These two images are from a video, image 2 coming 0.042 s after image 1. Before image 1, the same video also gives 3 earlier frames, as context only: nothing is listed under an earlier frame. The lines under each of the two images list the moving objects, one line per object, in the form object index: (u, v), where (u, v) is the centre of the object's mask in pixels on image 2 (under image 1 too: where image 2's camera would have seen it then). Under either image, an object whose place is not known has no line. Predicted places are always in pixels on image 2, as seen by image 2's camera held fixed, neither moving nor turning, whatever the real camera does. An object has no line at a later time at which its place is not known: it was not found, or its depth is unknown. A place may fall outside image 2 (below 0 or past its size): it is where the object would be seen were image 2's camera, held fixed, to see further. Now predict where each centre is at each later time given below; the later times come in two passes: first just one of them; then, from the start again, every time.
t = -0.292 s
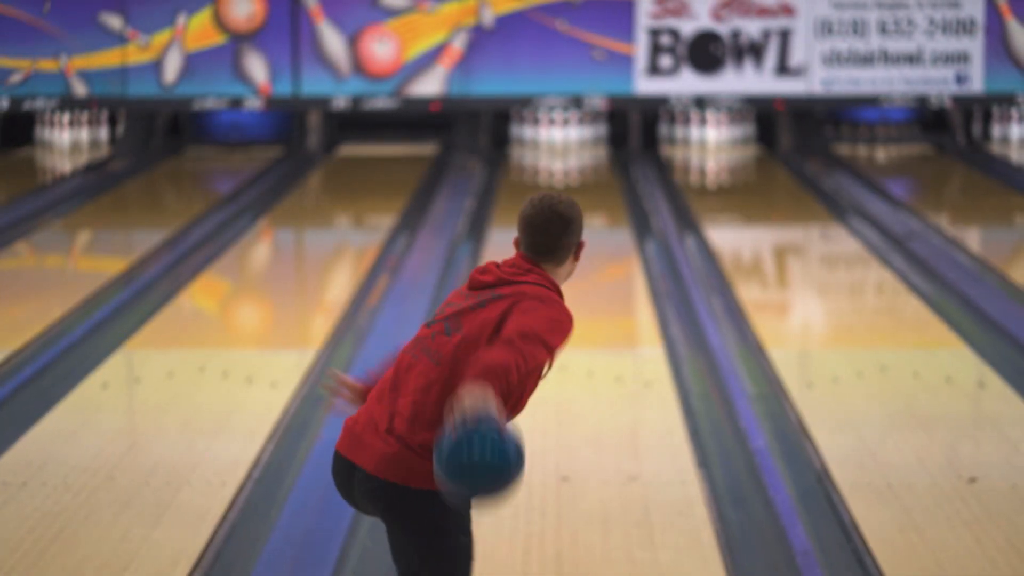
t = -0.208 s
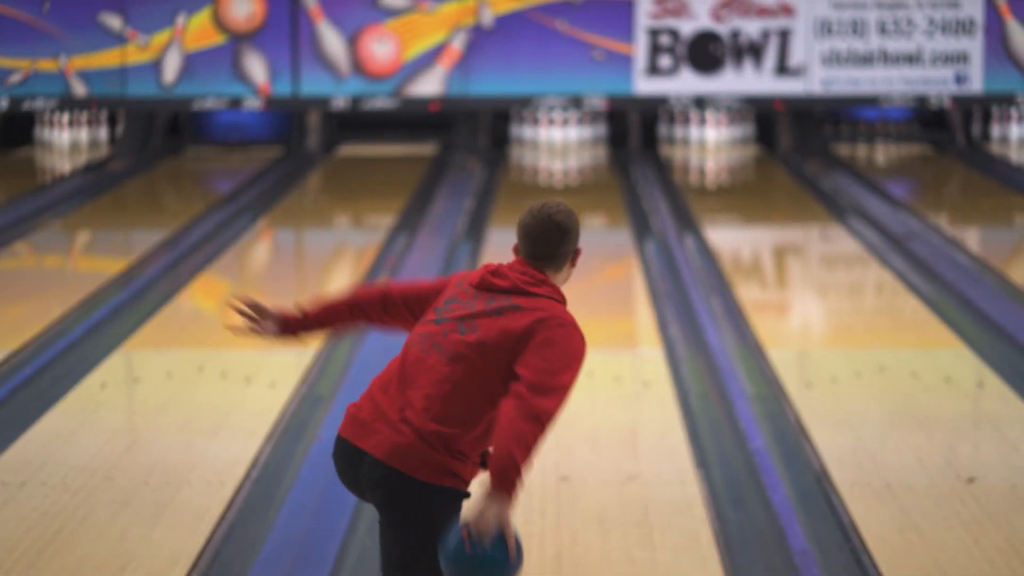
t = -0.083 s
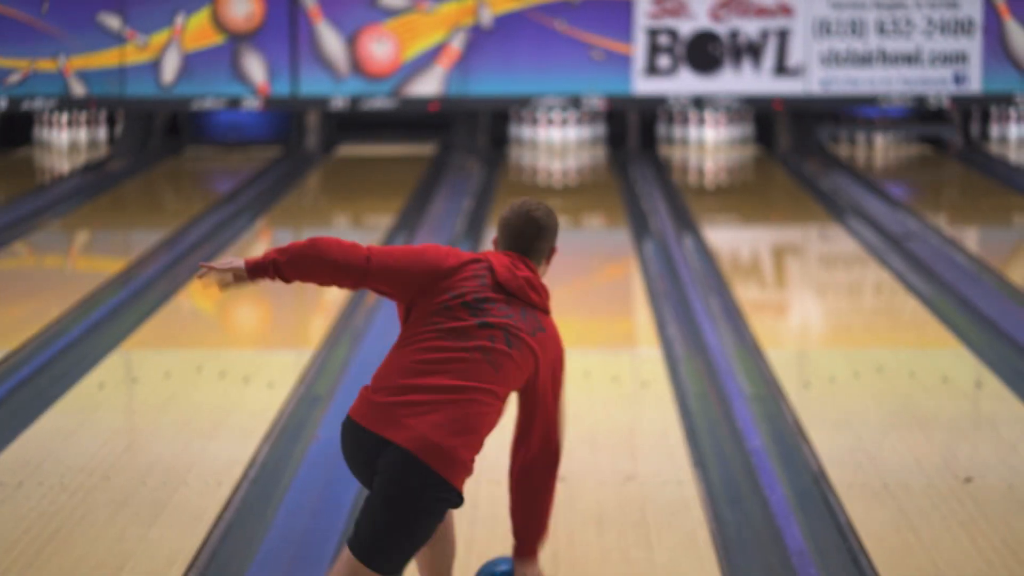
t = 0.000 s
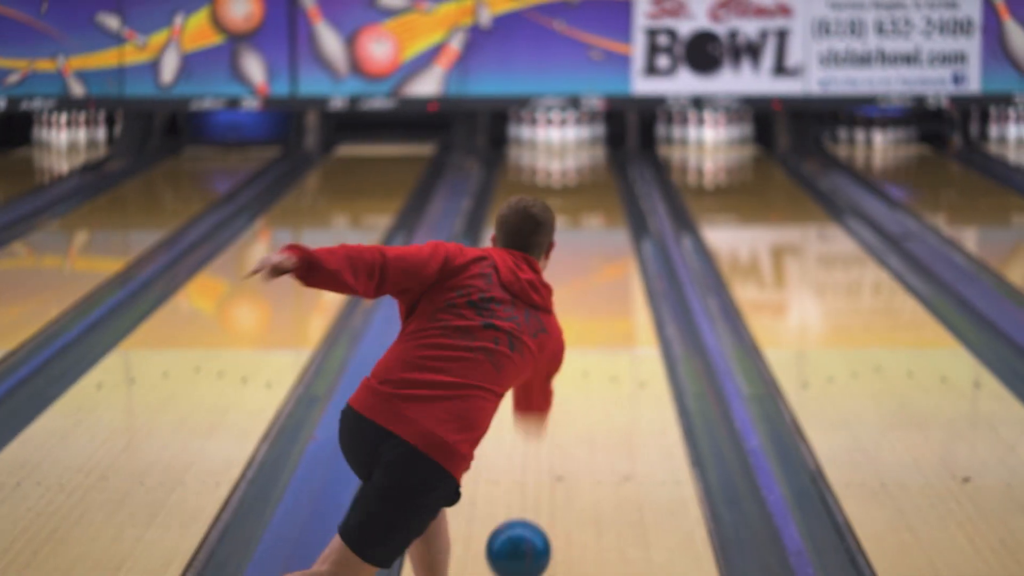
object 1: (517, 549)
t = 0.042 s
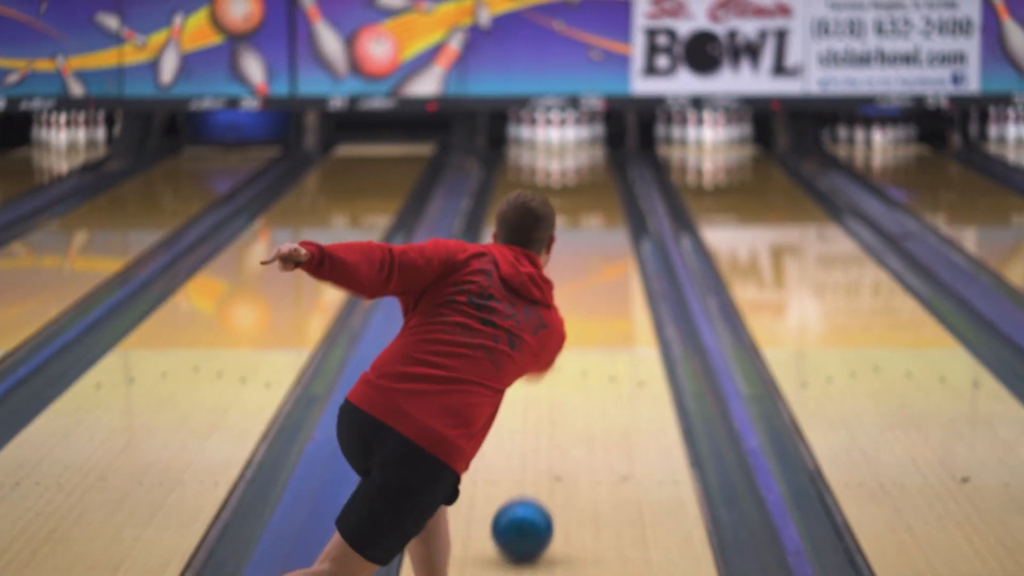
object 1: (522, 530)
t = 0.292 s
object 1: (545, 412)
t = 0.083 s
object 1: (526, 507)
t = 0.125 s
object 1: (531, 485)
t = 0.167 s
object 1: (535, 465)
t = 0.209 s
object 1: (538, 446)
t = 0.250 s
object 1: (541, 429)
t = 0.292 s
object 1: (545, 412)
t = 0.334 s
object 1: (548, 397)
